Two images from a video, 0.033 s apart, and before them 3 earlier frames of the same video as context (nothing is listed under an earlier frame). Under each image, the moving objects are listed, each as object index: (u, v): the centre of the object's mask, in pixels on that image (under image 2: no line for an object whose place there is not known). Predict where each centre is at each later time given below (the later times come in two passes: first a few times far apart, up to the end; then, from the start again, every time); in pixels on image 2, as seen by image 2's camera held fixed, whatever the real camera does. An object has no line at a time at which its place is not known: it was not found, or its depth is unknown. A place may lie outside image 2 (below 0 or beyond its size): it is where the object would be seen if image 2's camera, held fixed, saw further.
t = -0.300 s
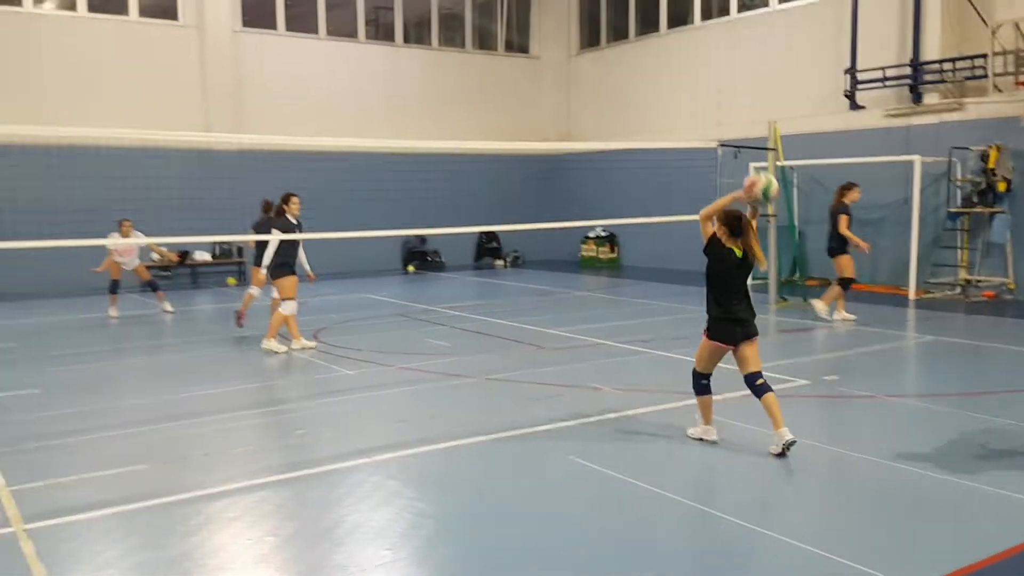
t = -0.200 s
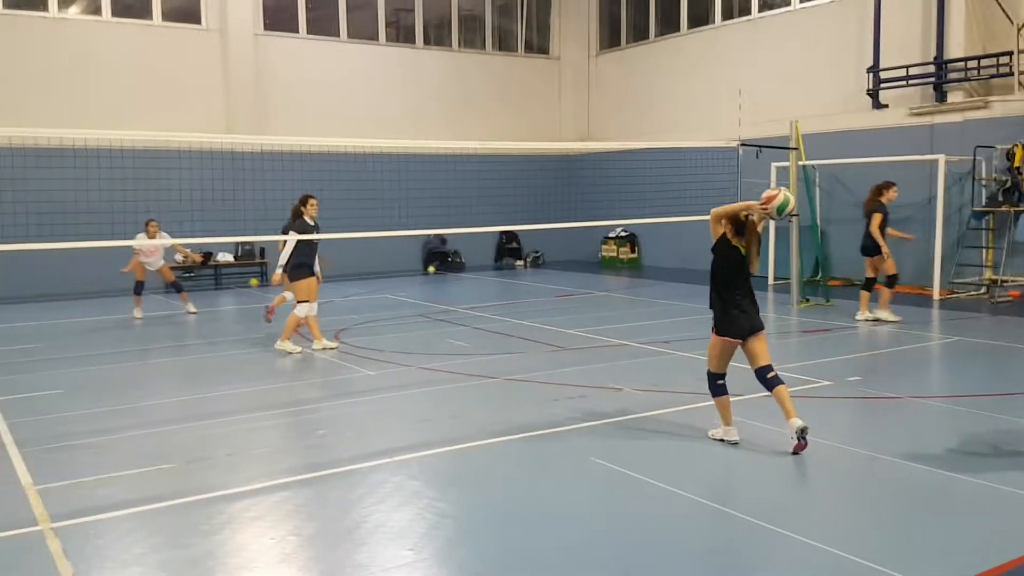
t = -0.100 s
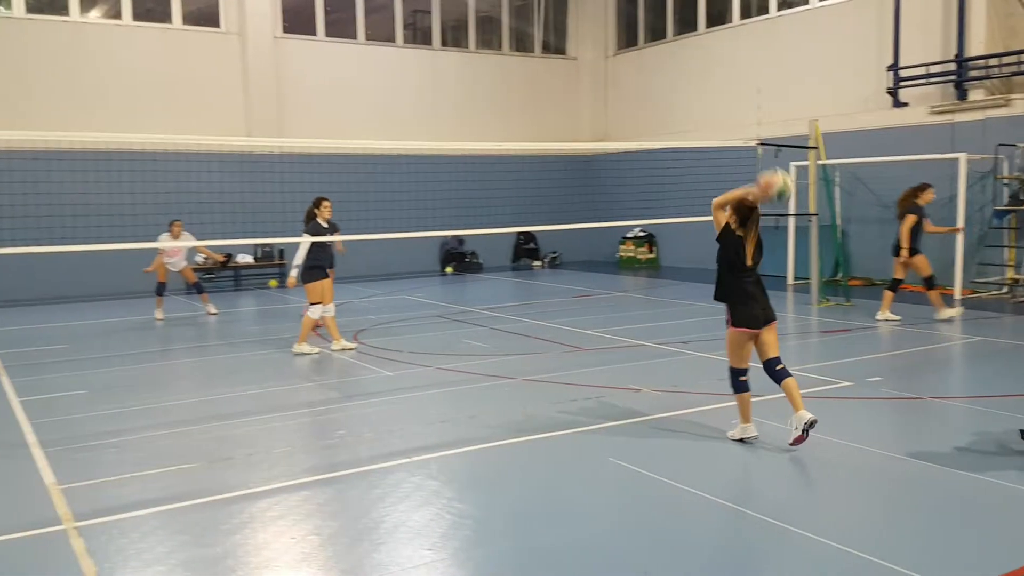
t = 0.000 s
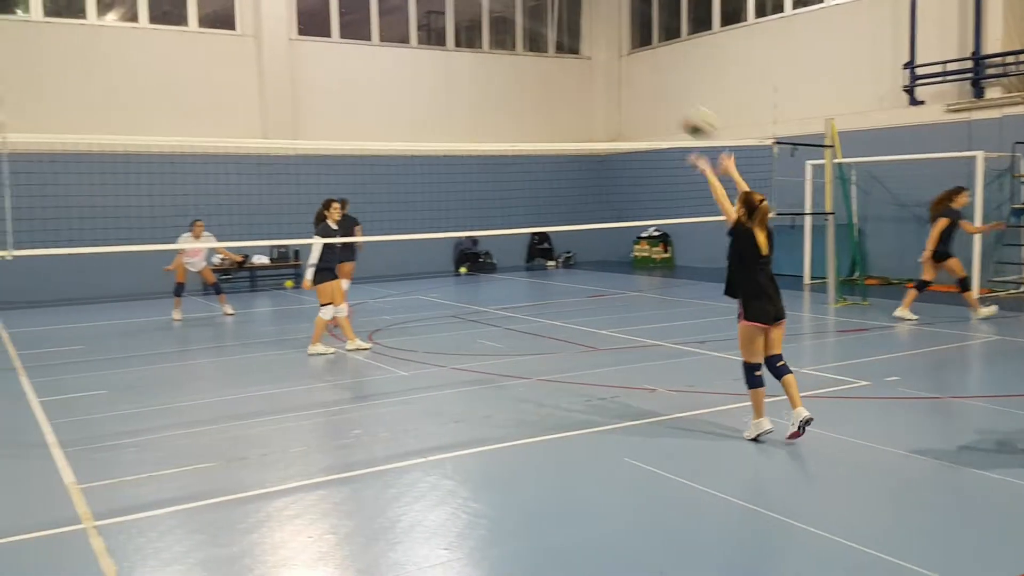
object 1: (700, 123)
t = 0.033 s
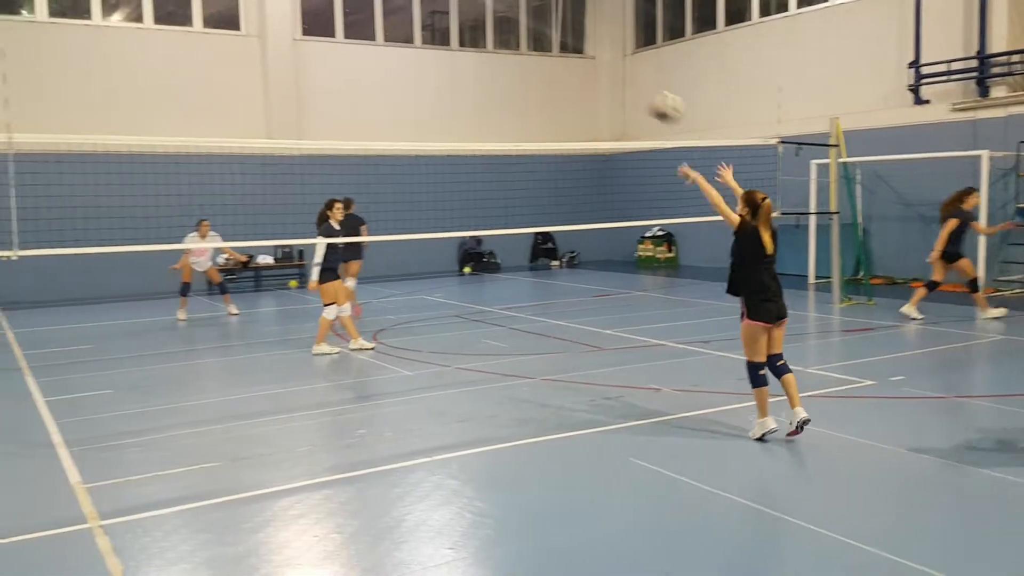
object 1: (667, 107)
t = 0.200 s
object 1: (519, 73)
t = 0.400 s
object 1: (398, 76)
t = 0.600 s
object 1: (317, 111)
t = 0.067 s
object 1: (634, 96)
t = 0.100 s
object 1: (601, 87)
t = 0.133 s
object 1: (570, 80)
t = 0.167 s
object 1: (545, 76)
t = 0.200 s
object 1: (519, 73)
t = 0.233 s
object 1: (493, 70)
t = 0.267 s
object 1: (472, 69)
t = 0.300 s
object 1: (452, 69)
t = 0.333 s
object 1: (432, 71)
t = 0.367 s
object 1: (414, 73)
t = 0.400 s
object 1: (398, 76)
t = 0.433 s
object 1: (382, 81)
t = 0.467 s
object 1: (367, 85)
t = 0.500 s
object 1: (353, 90)
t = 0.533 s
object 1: (340, 96)
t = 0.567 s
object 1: (328, 103)
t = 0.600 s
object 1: (317, 111)
